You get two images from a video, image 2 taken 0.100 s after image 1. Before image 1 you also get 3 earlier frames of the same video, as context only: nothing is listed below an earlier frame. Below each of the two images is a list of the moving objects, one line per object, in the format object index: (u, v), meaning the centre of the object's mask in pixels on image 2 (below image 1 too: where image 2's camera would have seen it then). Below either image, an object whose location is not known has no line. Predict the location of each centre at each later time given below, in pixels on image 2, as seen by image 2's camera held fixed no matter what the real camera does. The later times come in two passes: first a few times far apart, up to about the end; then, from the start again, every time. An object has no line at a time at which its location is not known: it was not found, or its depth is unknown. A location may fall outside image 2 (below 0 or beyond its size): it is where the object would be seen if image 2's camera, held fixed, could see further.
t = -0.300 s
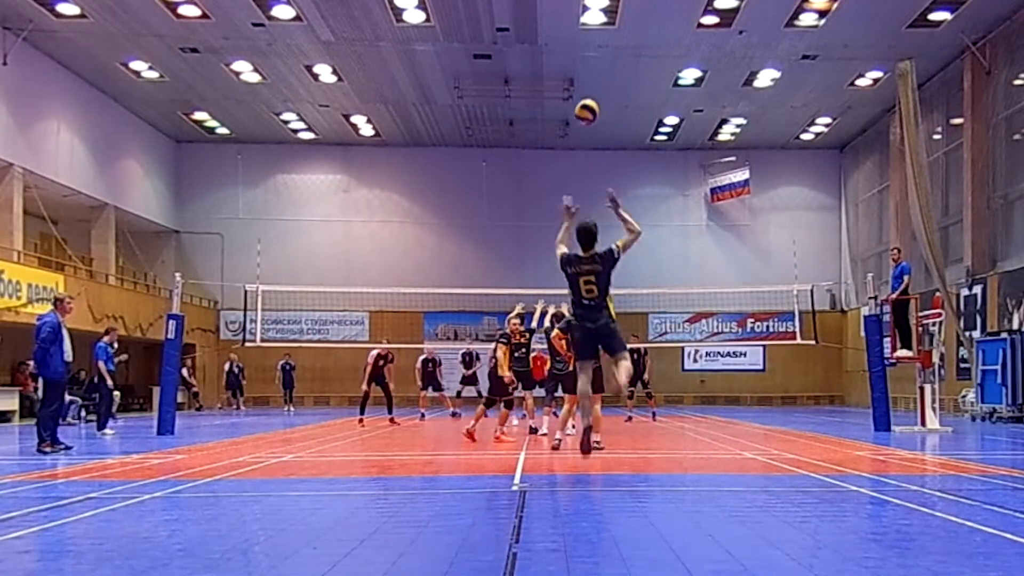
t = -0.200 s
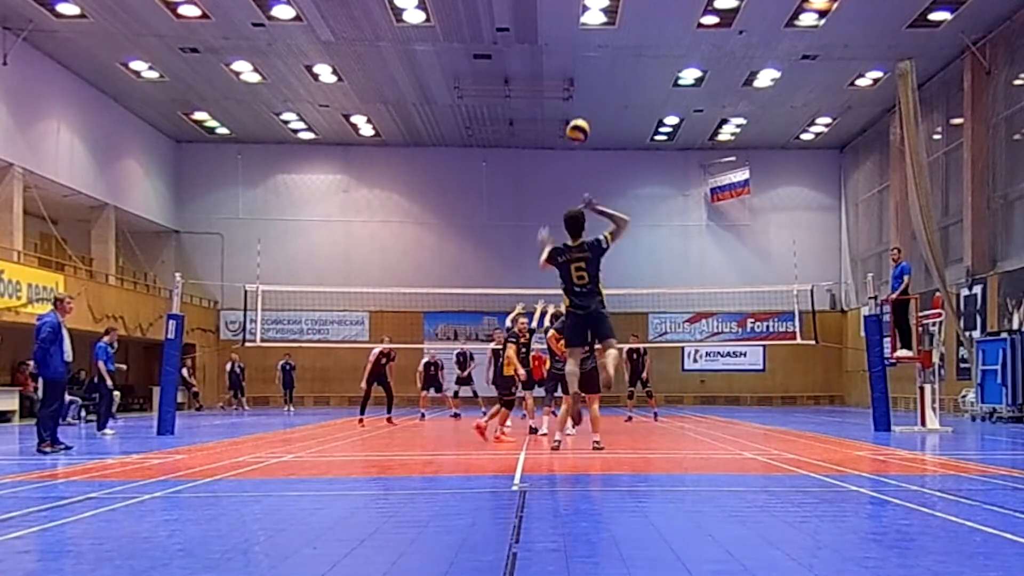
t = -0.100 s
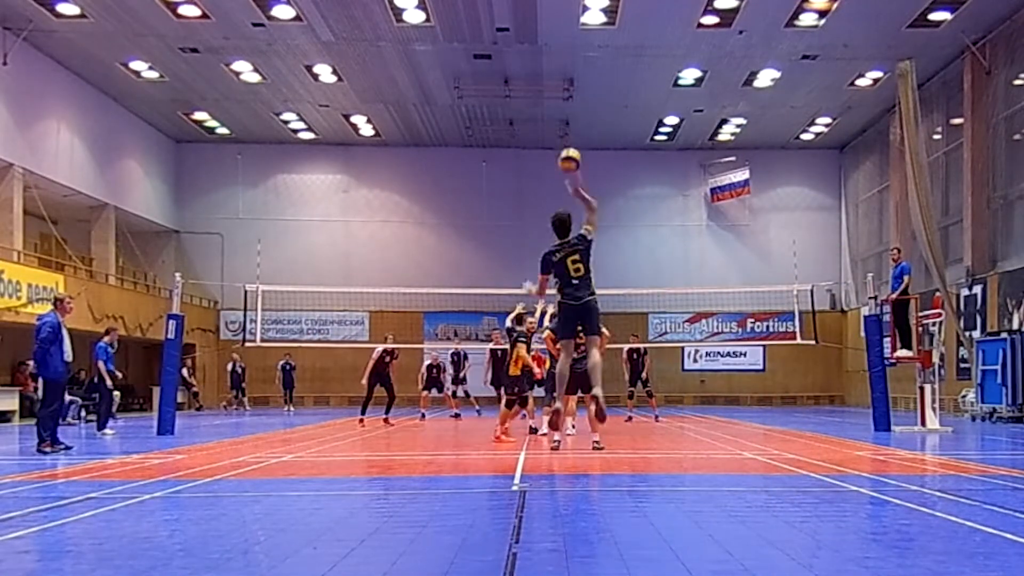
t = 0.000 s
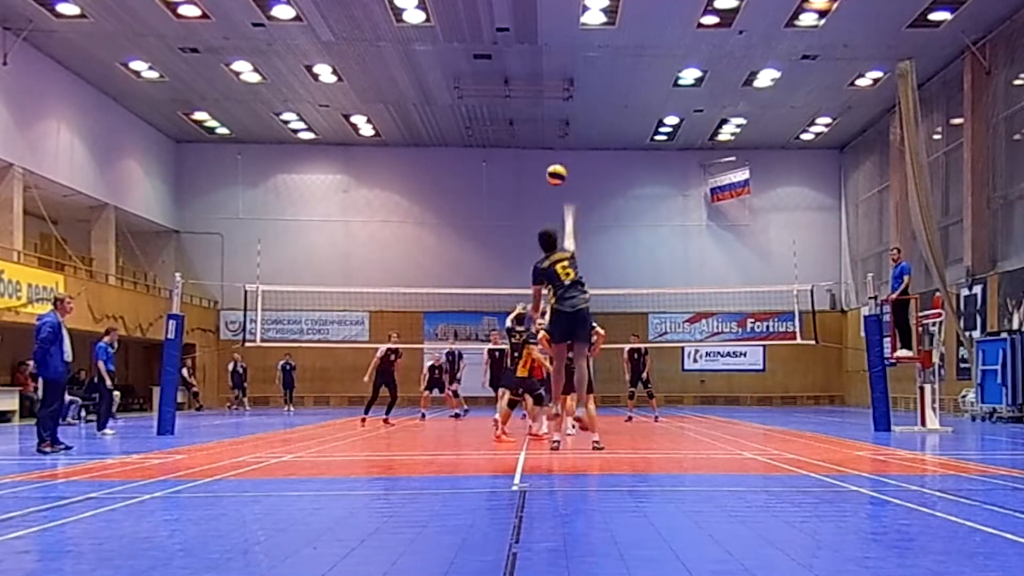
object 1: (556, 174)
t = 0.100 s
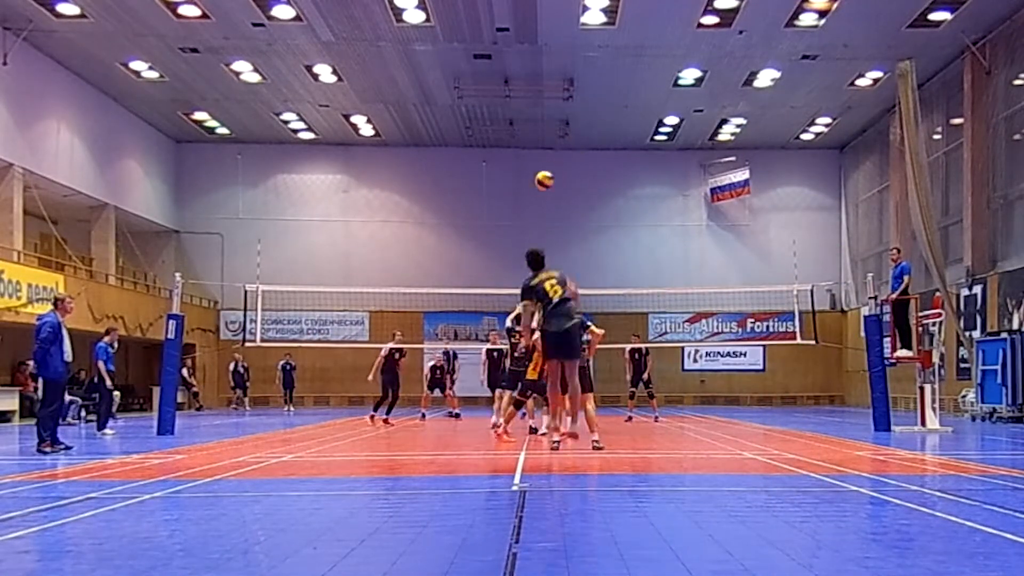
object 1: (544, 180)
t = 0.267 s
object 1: (536, 200)
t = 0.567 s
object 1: (535, 254)
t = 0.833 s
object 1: (532, 316)
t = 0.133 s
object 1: (541, 183)
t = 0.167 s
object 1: (539, 187)
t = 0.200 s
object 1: (538, 191)
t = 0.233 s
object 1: (537, 195)
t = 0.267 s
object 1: (536, 200)
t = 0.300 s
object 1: (536, 205)
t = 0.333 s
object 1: (536, 210)
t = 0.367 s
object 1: (536, 216)
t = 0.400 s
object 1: (536, 222)
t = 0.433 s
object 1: (536, 228)
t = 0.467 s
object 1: (536, 234)
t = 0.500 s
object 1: (535, 241)
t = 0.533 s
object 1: (535, 247)
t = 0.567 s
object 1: (535, 254)
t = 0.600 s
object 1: (534, 262)
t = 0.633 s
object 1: (534, 269)
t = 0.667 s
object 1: (533, 276)
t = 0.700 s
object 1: (533, 283)
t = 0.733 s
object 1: (532, 291)
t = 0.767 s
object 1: (532, 301)
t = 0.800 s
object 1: (533, 309)
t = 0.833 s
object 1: (532, 316)
